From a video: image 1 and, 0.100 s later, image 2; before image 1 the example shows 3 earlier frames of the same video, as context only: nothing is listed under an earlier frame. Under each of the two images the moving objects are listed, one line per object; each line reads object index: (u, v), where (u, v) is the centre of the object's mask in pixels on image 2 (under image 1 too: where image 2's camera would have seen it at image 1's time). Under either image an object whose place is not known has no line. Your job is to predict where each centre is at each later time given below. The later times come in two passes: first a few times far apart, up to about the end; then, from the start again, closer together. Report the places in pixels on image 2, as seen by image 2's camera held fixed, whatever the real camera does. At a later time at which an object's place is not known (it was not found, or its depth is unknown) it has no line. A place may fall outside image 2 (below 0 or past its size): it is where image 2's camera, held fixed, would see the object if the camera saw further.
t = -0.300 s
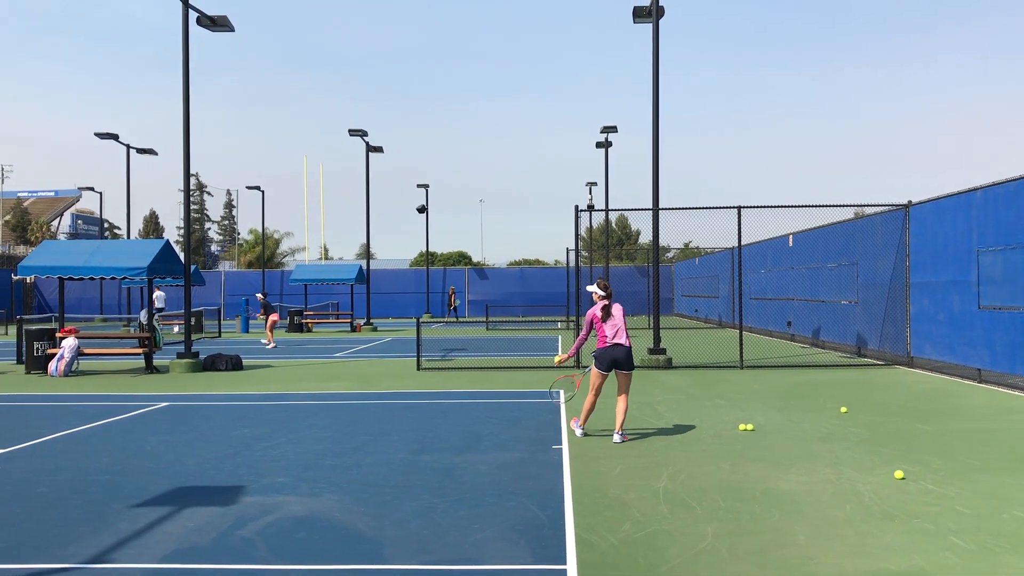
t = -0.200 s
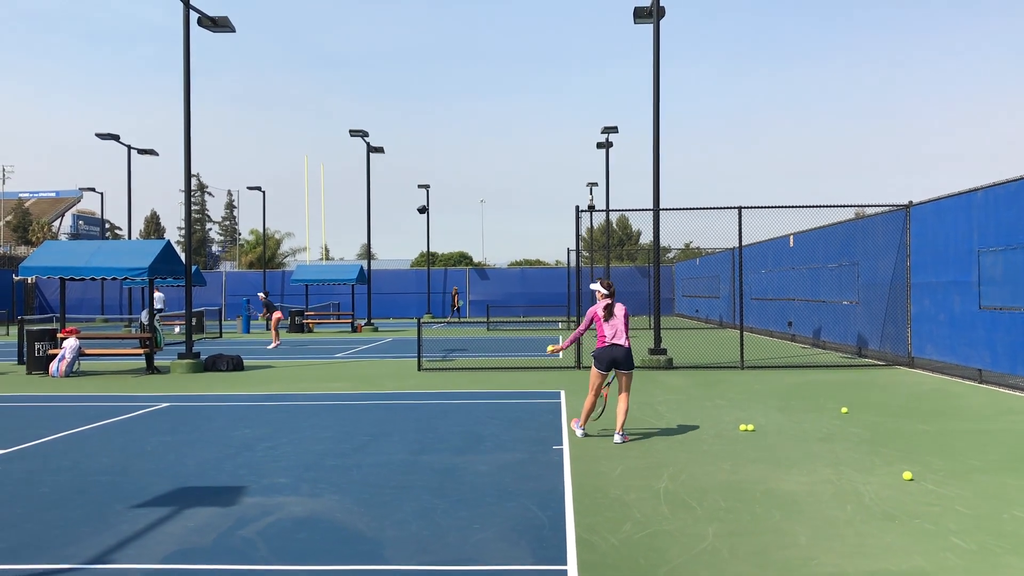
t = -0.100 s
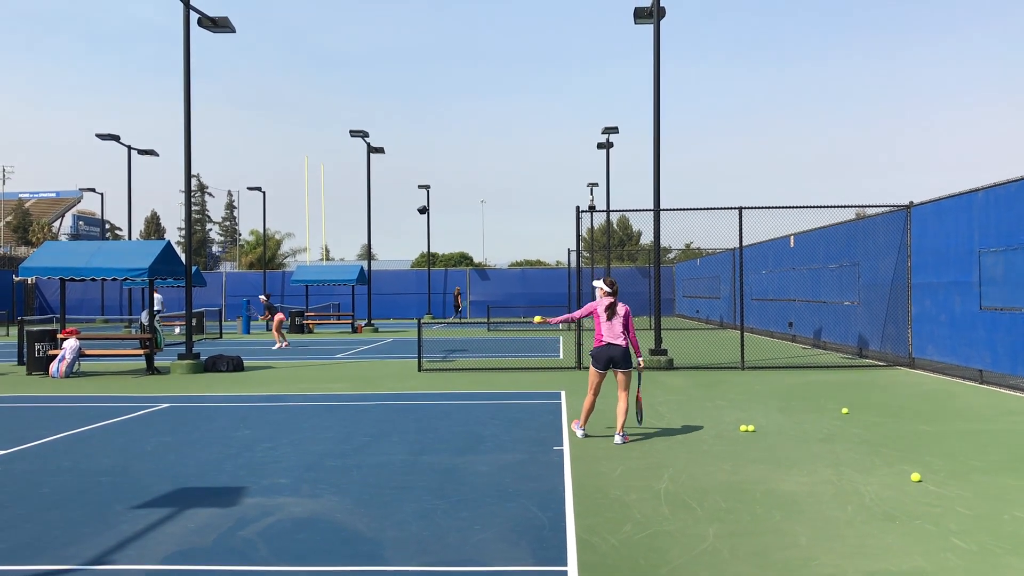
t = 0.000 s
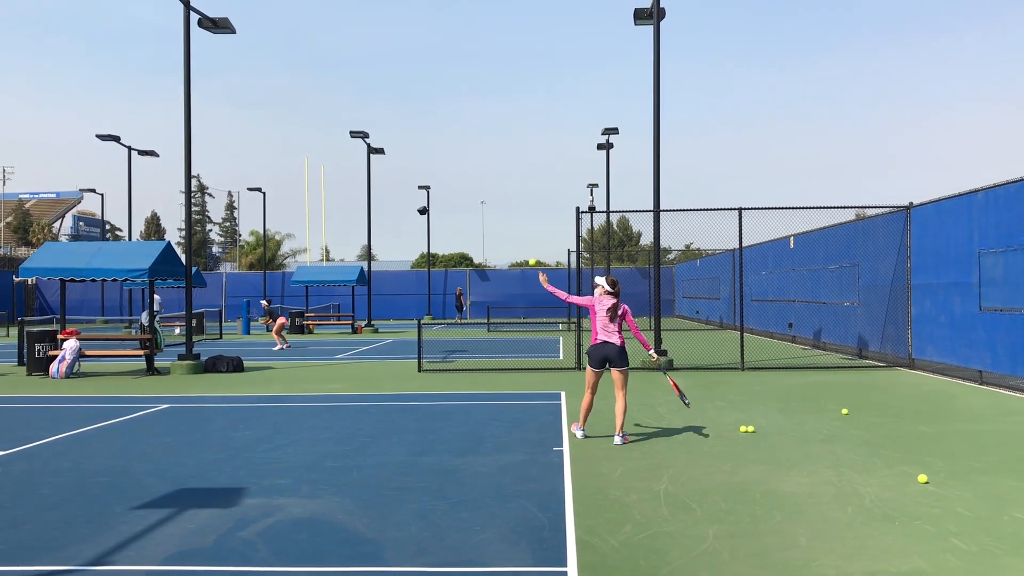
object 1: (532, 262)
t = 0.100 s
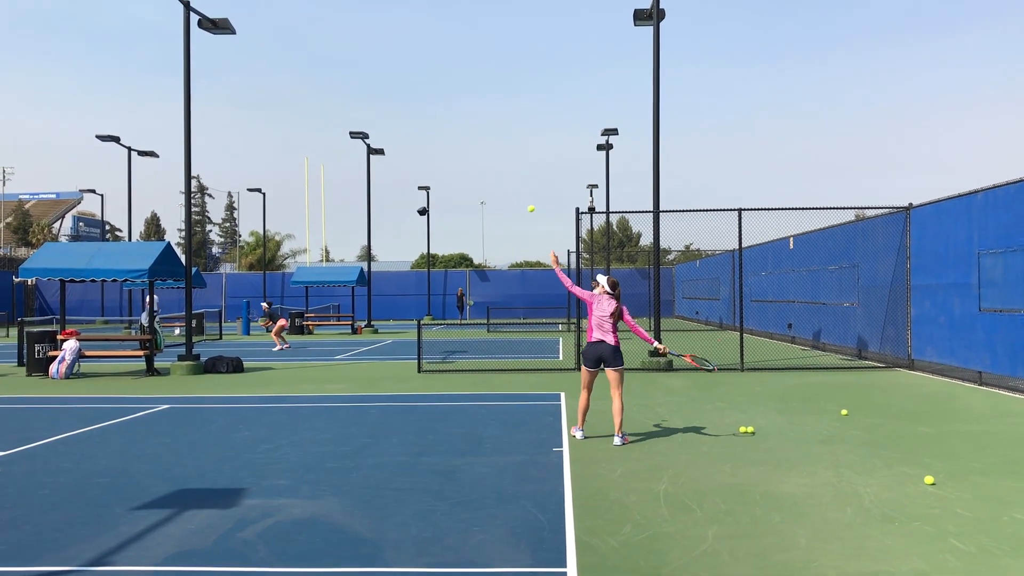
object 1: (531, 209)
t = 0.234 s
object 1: (530, 151)
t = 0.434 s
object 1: (529, 97)
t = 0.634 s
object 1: (528, 81)
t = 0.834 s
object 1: (528, 102)
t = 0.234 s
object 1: (530, 151)
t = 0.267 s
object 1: (529, 139)
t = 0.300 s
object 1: (529, 129)
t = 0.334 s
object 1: (529, 120)
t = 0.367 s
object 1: (529, 111)
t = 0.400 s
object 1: (529, 104)
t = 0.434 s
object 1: (529, 97)
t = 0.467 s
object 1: (528, 92)
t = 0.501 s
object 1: (528, 87)
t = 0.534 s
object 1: (528, 84)
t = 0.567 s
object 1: (528, 82)
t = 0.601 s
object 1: (528, 81)
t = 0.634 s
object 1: (528, 81)
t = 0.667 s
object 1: (528, 82)
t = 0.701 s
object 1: (528, 84)
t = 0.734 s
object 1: (528, 87)
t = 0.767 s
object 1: (528, 91)
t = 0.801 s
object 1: (528, 96)
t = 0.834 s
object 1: (528, 102)
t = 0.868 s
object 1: (528, 110)
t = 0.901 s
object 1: (528, 118)
